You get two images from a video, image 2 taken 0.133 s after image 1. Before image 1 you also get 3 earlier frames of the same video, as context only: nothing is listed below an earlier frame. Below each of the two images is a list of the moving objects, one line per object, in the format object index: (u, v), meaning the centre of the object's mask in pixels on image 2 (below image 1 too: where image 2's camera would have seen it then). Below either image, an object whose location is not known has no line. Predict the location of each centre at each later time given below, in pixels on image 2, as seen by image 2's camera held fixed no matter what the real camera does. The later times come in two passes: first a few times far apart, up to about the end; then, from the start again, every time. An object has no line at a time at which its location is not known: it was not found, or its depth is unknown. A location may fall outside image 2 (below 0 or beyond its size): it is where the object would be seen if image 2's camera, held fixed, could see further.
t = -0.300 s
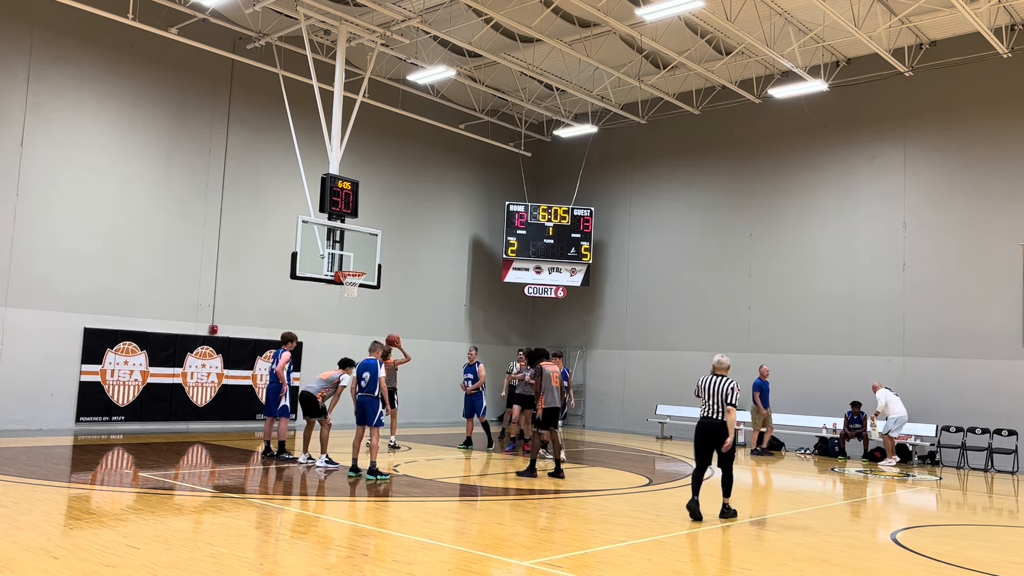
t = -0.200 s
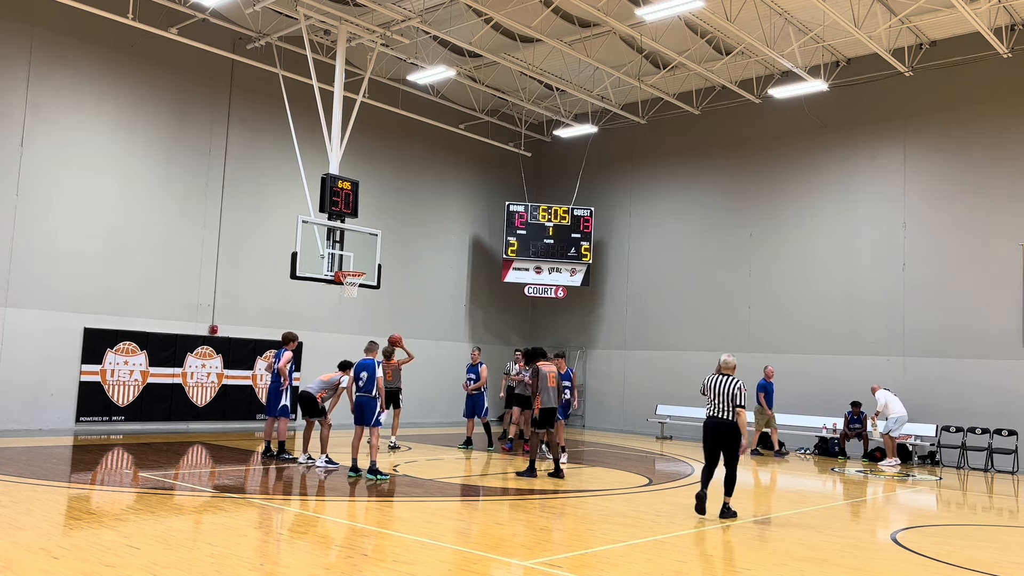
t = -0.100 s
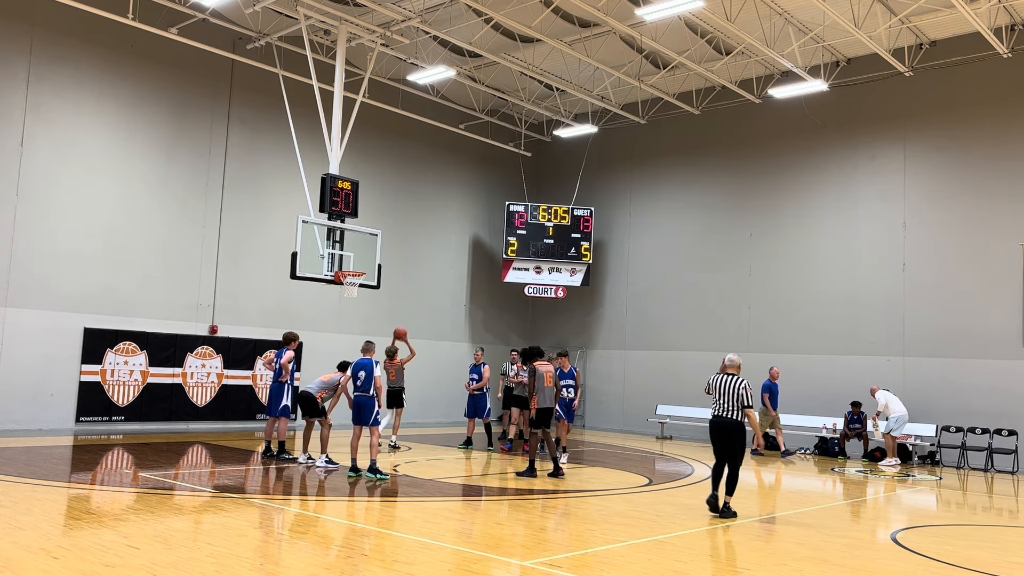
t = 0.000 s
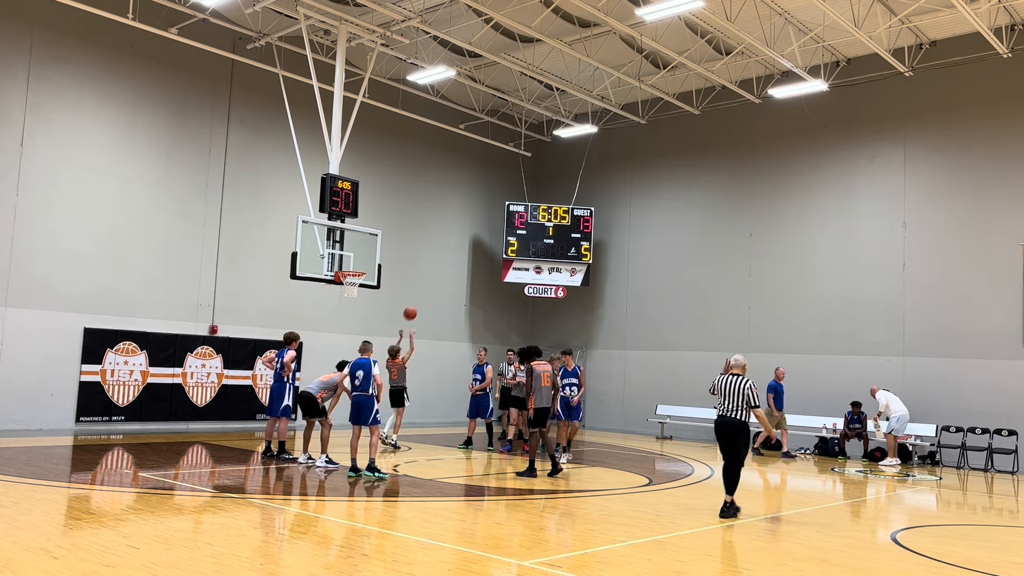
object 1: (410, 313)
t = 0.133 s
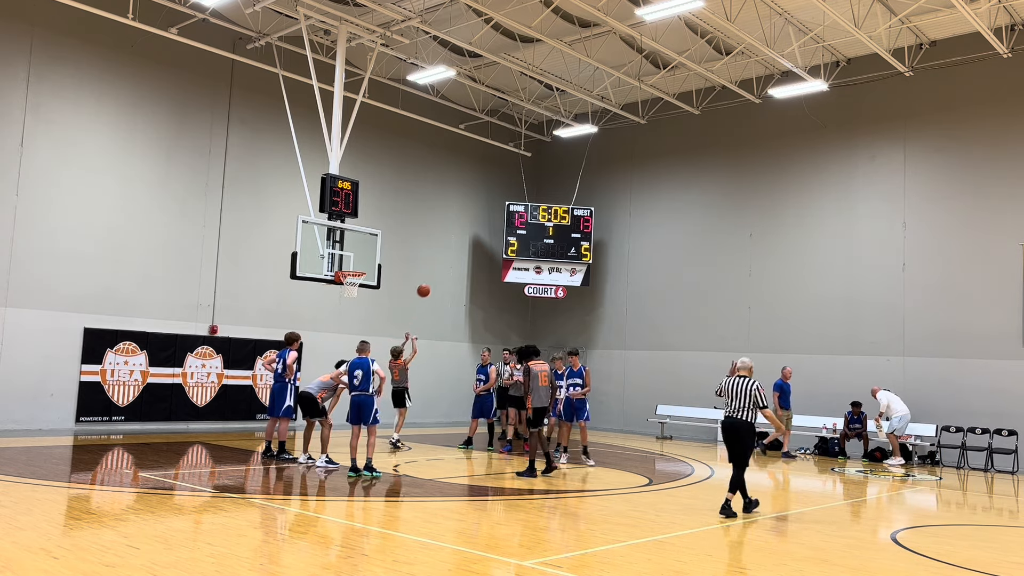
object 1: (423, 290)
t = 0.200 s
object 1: (430, 283)
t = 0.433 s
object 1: (449, 276)
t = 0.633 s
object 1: (463, 291)
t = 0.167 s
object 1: (426, 286)
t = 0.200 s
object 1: (430, 283)
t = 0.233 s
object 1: (433, 280)
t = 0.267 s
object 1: (435, 278)
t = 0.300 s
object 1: (438, 276)
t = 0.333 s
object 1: (441, 275)
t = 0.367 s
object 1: (444, 275)
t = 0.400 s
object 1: (447, 275)
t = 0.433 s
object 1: (449, 276)
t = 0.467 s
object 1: (451, 277)
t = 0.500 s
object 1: (454, 279)
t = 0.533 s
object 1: (456, 281)
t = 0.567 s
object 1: (459, 284)
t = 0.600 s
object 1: (461, 287)
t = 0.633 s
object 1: (463, 291)
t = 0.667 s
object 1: (465, 295)
